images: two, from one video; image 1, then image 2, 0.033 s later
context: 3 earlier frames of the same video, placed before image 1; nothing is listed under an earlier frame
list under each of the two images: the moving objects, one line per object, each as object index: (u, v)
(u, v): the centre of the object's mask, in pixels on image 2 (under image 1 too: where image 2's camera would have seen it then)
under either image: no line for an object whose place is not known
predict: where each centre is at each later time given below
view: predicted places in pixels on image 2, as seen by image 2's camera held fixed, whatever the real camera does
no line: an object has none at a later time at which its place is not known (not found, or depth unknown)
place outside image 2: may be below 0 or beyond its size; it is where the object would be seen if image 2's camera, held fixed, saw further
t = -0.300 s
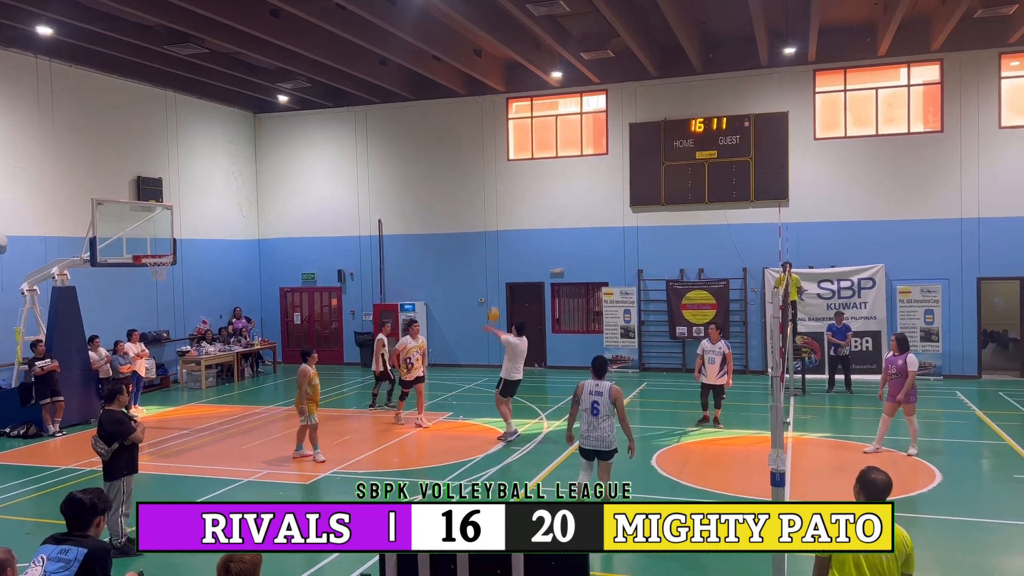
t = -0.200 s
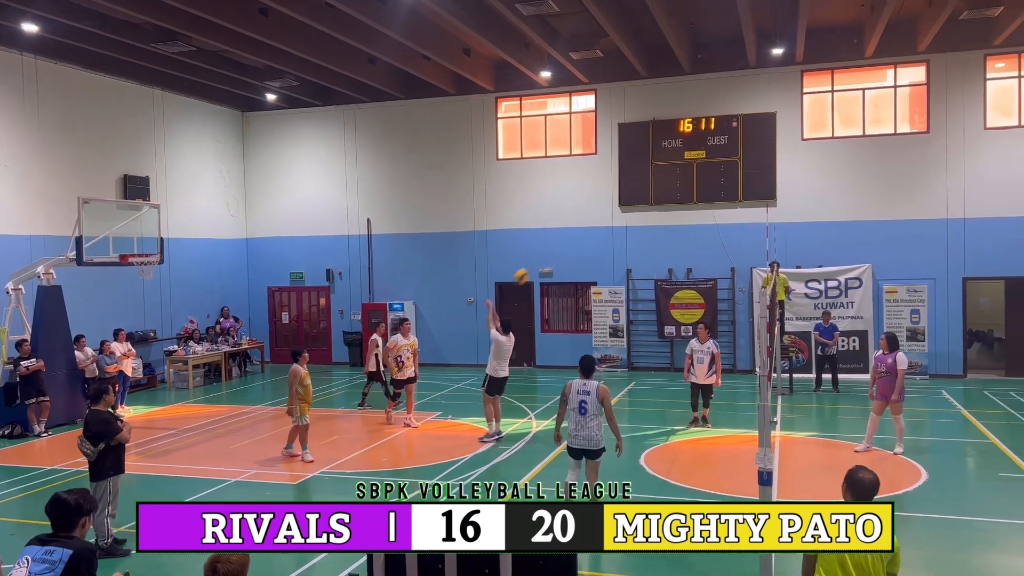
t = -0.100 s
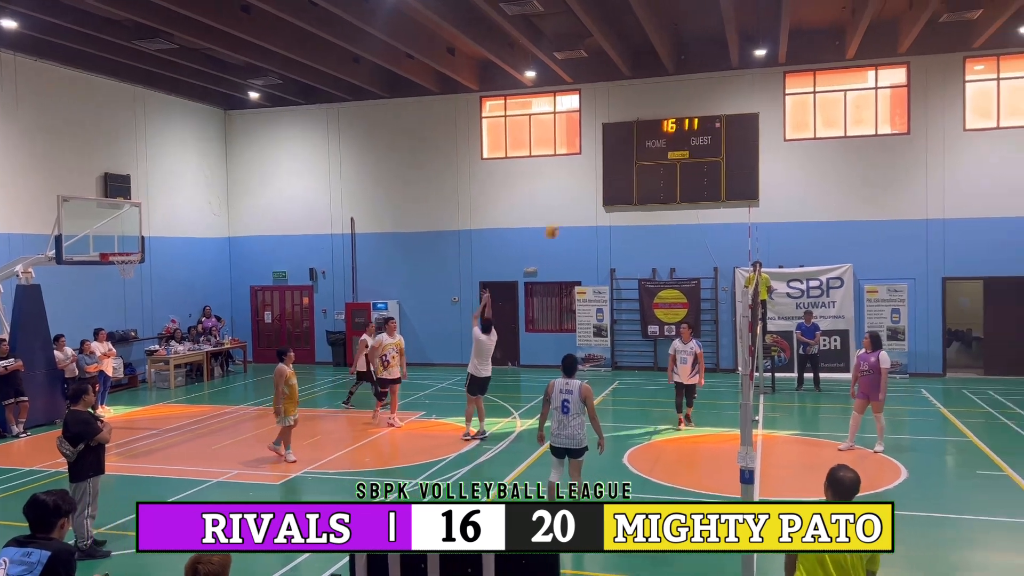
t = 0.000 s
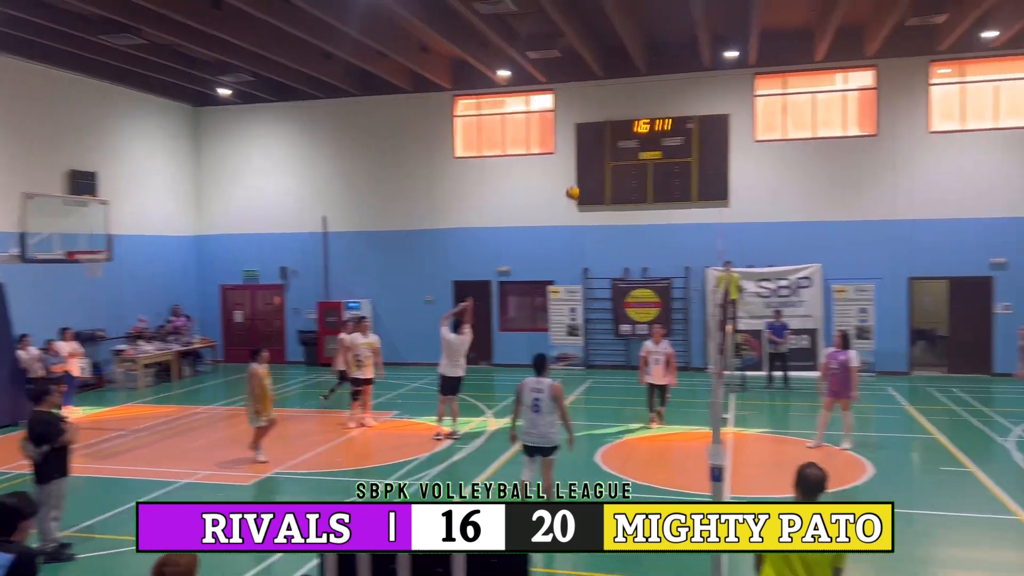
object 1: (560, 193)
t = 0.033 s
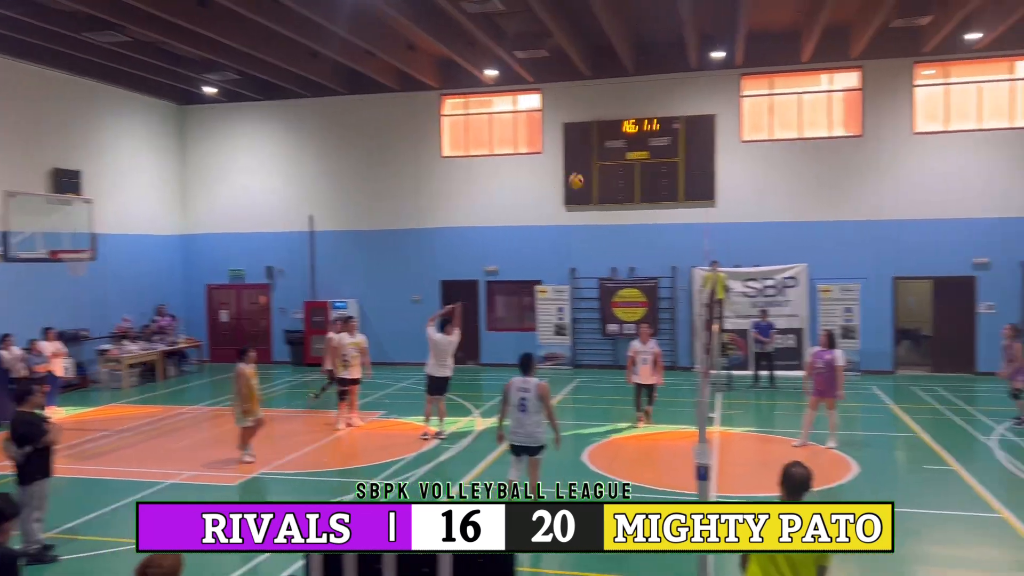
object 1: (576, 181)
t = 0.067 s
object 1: (592, 170)
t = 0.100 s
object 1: (609, 160)
